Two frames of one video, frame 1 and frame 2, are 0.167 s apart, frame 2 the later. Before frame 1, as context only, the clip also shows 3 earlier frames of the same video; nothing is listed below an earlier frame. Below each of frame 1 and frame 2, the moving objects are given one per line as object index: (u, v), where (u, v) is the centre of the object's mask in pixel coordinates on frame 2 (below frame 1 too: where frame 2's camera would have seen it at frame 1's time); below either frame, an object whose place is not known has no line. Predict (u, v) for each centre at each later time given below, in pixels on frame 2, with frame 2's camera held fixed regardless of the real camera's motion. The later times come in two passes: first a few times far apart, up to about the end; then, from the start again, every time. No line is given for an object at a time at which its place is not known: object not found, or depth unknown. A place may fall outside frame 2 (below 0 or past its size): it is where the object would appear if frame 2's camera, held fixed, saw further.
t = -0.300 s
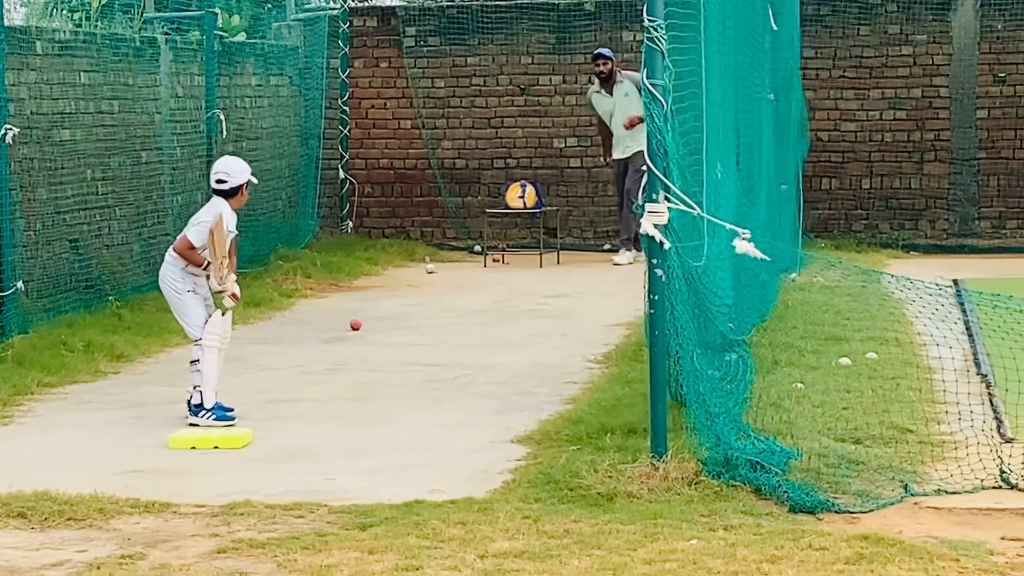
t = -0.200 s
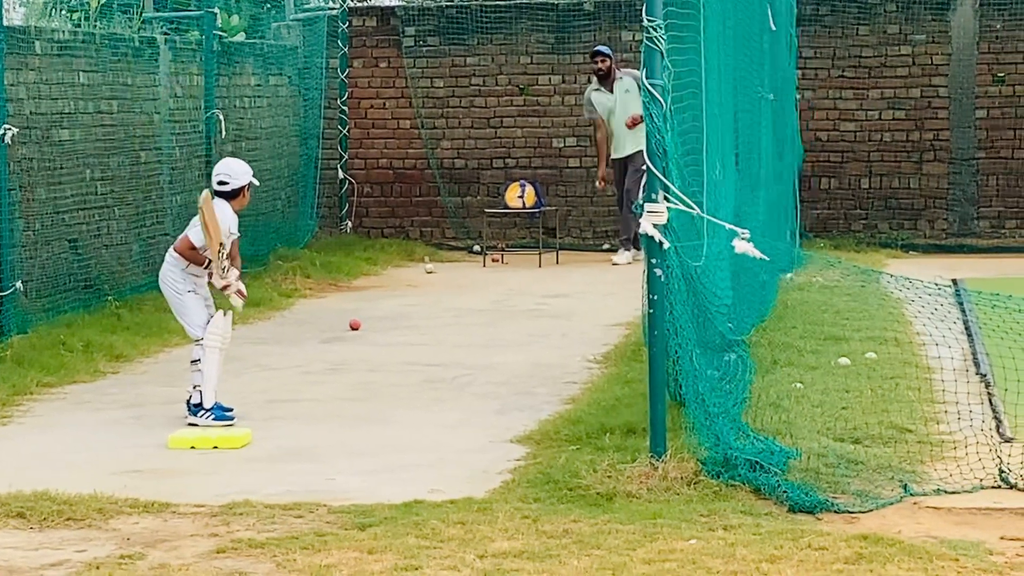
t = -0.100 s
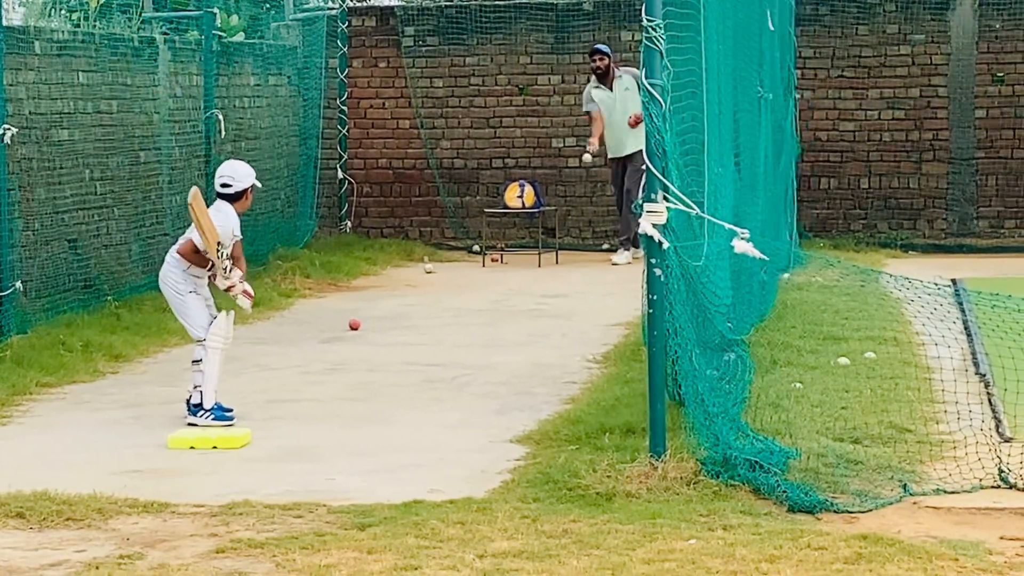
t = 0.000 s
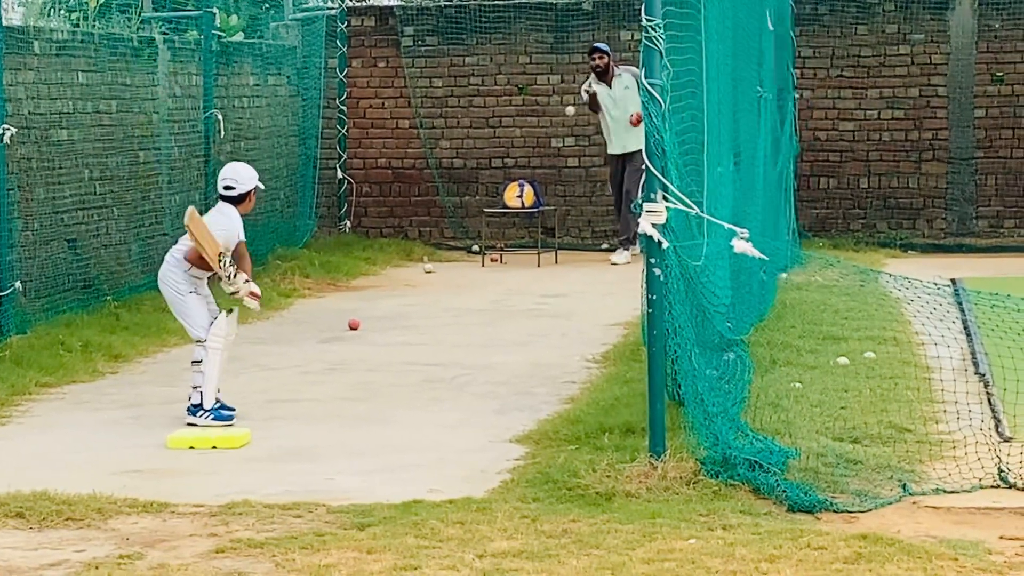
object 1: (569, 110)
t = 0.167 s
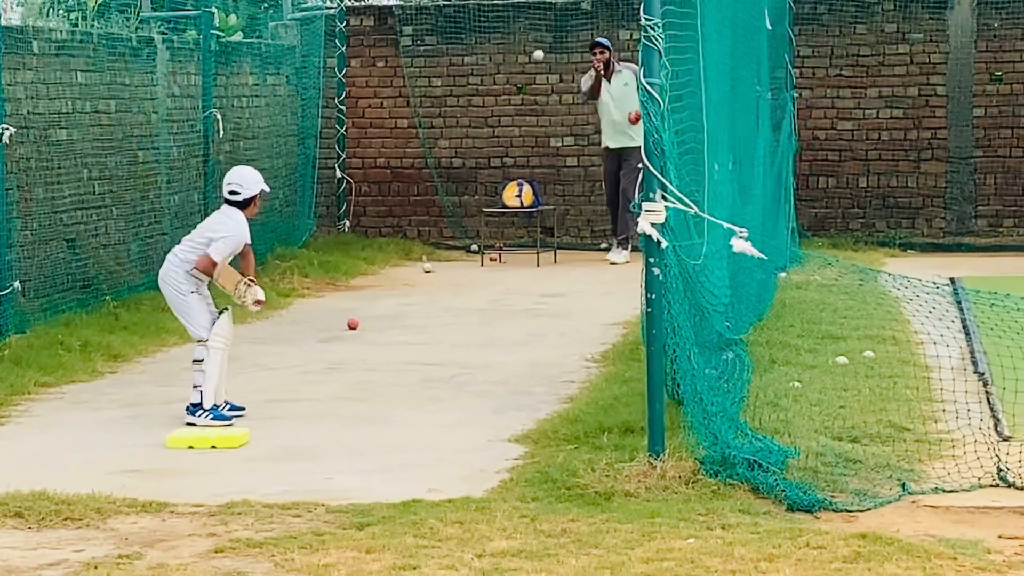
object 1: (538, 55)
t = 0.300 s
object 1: (511, 35)
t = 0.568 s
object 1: (446, 82)
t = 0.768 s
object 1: (386, 220)
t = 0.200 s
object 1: (531, 48)
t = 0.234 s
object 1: (525, 42)
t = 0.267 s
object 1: (518, 38)
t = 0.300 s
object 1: (511, 35)
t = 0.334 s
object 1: (503, 34)
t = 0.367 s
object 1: (496, 35)
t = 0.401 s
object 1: (488, 38)
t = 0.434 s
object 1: (480, 42)
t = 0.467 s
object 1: (472, 49)
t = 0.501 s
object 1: (464, 58)
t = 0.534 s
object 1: (455, 69)
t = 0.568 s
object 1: (446, 82)
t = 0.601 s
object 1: (437, 98)
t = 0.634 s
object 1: (427, 116)
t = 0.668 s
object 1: (417, 137)
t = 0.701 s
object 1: (408, 162)
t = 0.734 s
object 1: (397, 189)
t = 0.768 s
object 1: (386, 220)
